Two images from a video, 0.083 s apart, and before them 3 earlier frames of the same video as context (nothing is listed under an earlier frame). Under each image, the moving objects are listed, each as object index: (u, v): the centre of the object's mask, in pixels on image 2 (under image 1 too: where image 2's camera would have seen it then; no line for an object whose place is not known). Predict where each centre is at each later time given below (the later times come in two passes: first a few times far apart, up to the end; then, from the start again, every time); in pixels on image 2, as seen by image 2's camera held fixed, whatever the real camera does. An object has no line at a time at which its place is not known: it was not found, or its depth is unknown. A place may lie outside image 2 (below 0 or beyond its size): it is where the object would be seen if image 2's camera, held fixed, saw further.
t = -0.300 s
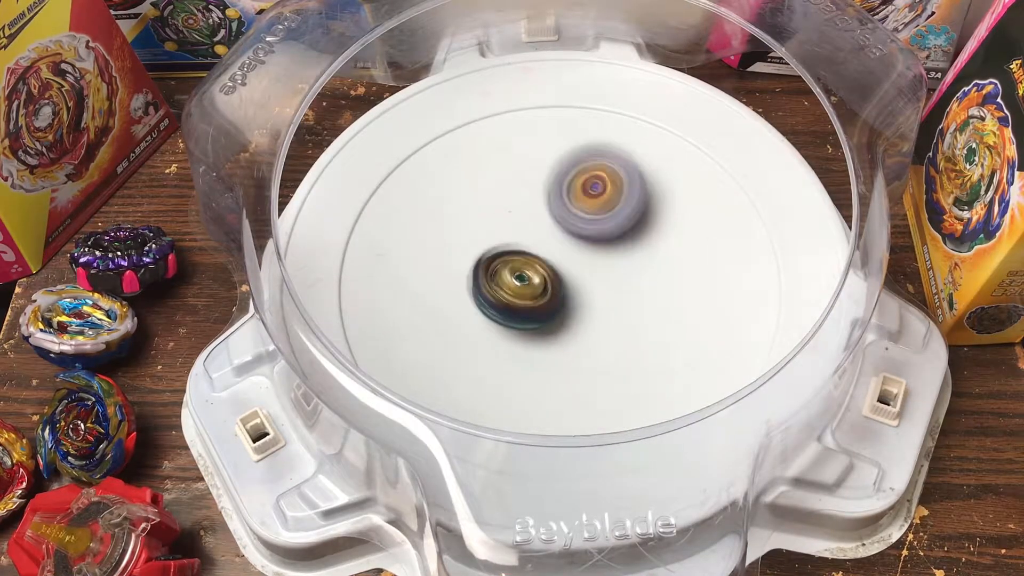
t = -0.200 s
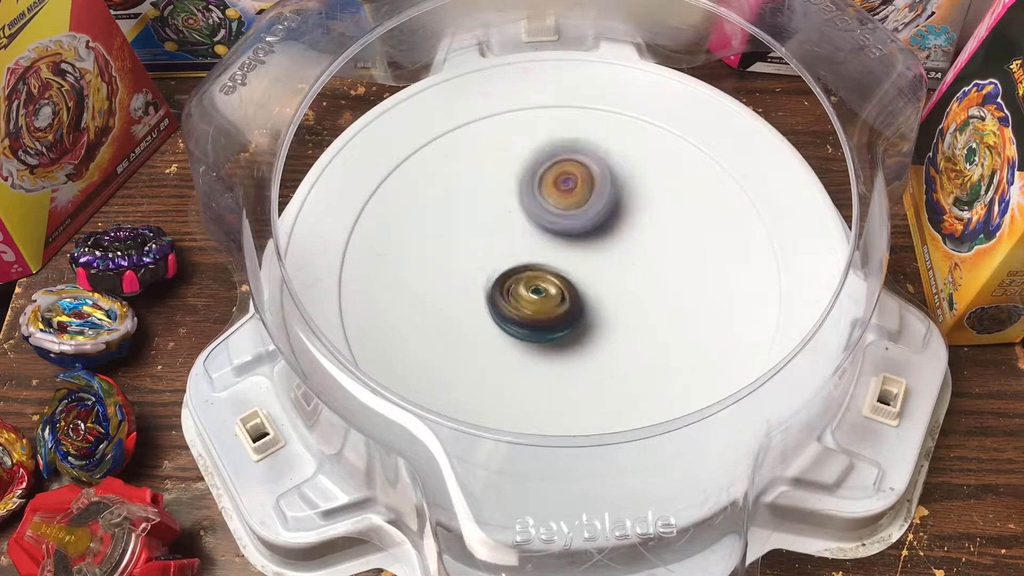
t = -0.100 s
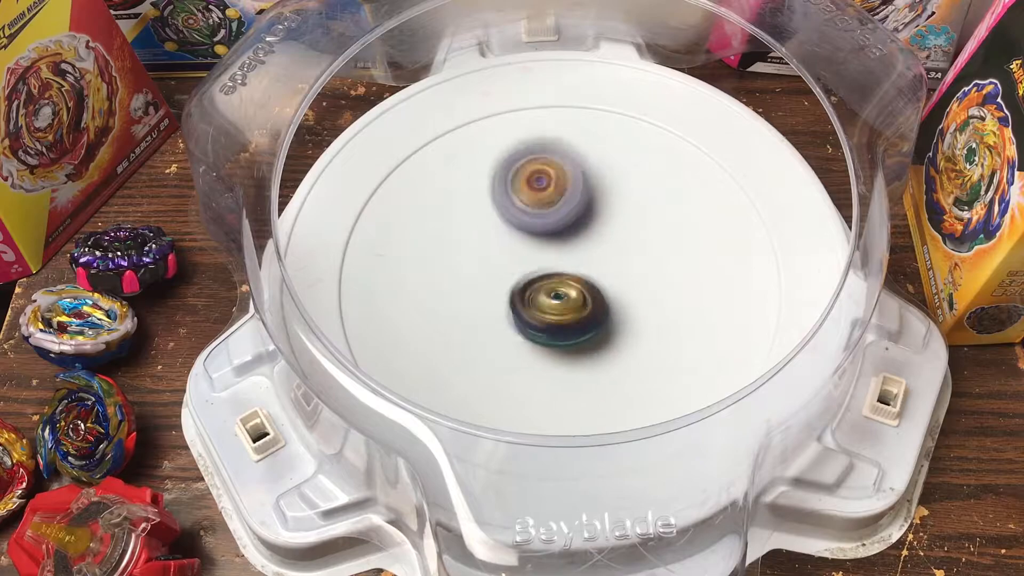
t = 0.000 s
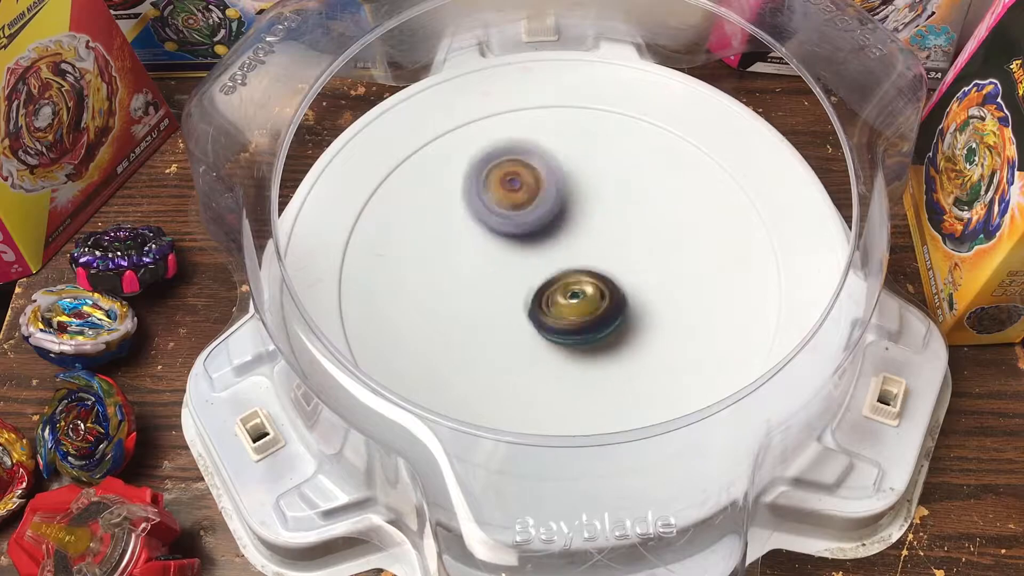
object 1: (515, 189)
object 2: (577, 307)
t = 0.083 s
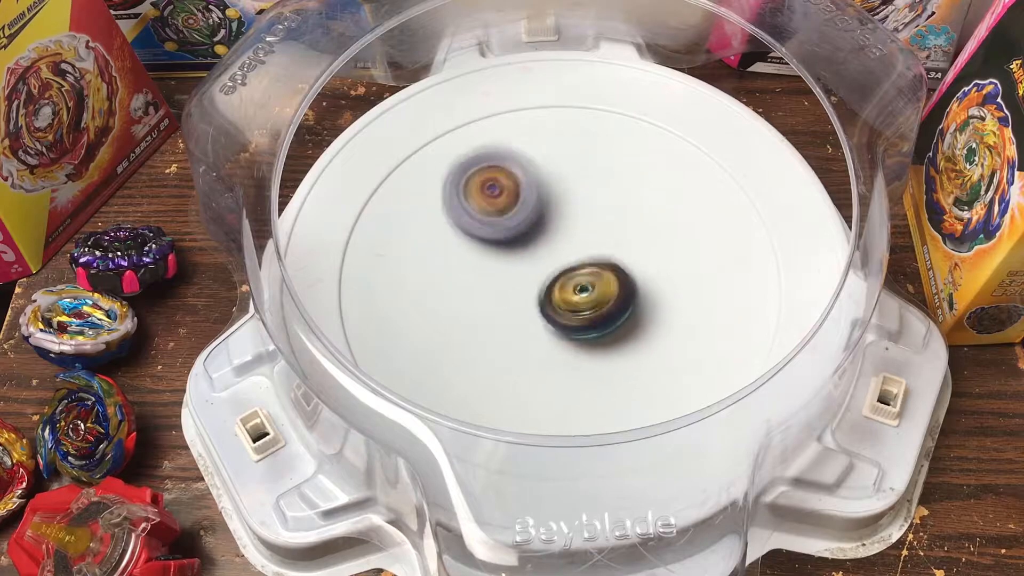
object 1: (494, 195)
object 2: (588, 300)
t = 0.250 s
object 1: (461, 217)
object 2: (597, 273)
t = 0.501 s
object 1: (449, 272)
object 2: (571, 246)
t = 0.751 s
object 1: (471, 343)
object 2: (547, 221)
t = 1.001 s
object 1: (503, 387)
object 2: (553, 212)
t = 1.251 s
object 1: (574, 369)
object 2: (558, 221)
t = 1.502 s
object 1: (627, 318)
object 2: (549, 220)
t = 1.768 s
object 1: (665, 283)
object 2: (490, 196)
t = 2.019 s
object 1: (647, 236)
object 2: (505, 257)
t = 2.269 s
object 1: (607, 220)
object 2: (451, 351)
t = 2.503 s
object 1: (553, 248)
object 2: (468, 330)
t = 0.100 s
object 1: (490, 198)
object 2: (589, 297)
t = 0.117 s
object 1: (486, 200)
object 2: (591, 295)
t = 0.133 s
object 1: (482, 202)
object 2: (593, 293)
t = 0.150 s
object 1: (479, 203)
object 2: (594, 291)
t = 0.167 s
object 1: (475, 205)
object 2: (595, 289)
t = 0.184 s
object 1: (473, 208)
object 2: (596, 284)
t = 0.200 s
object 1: (470, 211)
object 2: (596, 283)
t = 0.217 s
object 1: (466, 214)
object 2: (596, 281)
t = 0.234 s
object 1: (463, 216)
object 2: (597, 278)
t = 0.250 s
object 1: (461, 217)
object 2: (597, 273)
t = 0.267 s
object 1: (460, 221)
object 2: (597, 272)
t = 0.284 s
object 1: (458, 225)
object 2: (595, 270)
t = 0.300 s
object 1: (455, 229)
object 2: (596, 268)
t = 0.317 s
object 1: (453, 231)
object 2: (595, 264)
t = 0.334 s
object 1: (452, 234)
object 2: (594, 261)
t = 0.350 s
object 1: (452, 239)
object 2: (592, 260)
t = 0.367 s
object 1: (451, 242)
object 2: (590, 258)
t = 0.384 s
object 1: (450, 247)
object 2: (591, 257)
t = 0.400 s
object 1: (449, 249)
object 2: (587, 253)
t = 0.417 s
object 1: (449, 251)
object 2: (584, 252)
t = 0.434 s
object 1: (449, 256)
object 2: (582, 252)
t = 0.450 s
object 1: (449, 260)
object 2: (580, 249)
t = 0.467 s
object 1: (449, 266)
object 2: (577, 247)
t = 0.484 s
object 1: (449, 269)
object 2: (574, 246)
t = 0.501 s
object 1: (449, 272)
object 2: (571, 246)
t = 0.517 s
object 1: (451, 276)
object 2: (568, 245)
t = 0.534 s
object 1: (453, 279)
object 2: (566, 243)
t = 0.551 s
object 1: (454, 284)
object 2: (564, 243)
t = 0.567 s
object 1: (454, 287)
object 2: (559, 243)
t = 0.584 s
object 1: (455, 289)
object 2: (557, 245)
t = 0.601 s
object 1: (459, 294)
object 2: (554, 243)
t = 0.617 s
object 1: (462, 298)
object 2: (552, 243)
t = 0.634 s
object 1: (463, 303)
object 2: (548, 244)
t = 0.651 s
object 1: (466, 304)
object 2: (546, 245)
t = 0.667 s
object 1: (468, 306)
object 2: (544, 247)
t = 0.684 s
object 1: (472, 312)
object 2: (541, 244)
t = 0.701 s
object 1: (472, 324)
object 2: (542, 236)
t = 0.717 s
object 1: (469, 333)
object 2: (544, 230)
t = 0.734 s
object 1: (469, 338)
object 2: (545, 224)
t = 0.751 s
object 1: (471, 343)
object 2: (547, 221)
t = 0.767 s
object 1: (473, 348)
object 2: (547, 216)
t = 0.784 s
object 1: (473, 353)
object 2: (547, 212)
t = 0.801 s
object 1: (472, 355)
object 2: (545, 210)
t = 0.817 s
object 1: (474, 358)
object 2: (545, 209)
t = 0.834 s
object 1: (476, 361)
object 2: (548, 210)
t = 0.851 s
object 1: (478, 367)
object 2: (546, 208)
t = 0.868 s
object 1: (479, 369)
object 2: (547, 208)
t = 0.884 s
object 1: (480, 371)
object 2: (547, 210)
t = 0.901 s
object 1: (483, 375)
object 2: (547, 210)
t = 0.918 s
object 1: (487, 379)
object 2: (550, 212)
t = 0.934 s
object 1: (489, 381)
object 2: (549, 211)
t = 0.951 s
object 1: (493, 382)
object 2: (551, 212)
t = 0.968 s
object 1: (496, 383)
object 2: (551, 212)
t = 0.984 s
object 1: (501, 387)
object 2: (552, 212)
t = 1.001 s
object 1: (503, 387)
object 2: (553, 212)
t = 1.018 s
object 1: (508, 387)
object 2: (554, 212)
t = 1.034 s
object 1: (513, 388)
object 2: (555, 212)
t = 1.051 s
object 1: (519, 389)
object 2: (555, 213)
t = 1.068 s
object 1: (521, 390)
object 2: (555, 214)
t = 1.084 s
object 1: (527, 389)
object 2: (556, 215)
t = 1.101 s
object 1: (531, 388)
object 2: (557, 216)
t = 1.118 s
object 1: (537, 388)
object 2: (558, 217)
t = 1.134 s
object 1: (541, 386)
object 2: (558, 218)
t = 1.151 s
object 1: (545, 384)
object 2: (558, 219)
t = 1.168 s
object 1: (551, 382)
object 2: (558, 219)
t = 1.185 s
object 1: (557, 380)
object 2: (559, 220)
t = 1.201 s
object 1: (560, 377)
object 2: (558, 220)
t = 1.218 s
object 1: (564, 374)
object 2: (558, 220)
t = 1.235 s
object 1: (569, 371)
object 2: (557, 220)
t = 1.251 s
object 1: (574, 369)
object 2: (558, 221)
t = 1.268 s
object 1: (576, 364)
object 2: (558, 221)
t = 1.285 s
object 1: (580, 360)
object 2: (557, 222)
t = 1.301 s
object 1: (584, 358)
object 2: (557, 222)
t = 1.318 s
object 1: (588, 353)
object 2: (556, 222)
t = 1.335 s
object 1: (590, 349)
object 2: (557, 223)
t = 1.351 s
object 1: (593, 345)
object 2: (556, 224)
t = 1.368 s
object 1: (596, 341)
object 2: (556, 225)
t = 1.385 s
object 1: (599, 337)
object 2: (556, 226)
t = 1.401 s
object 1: (602, 332)
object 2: (557, 228)
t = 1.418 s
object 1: (603, 328)
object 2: (559, 230)
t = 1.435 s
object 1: (606, 325)
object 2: (559, 231)
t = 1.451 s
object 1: (608, 319)
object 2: (562, 232)
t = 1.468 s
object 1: (609, 314)
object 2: (564, 233)
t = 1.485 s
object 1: (614, 315)
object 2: (560, 229)
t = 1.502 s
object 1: (627, 318)
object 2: (549, 220)
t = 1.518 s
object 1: (640, 322)
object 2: (540, 212)
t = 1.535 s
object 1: (645, 321)
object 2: (531, 204)
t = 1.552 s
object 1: (654, 322)
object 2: (525, 197)
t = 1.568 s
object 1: (661, 323)
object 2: (517, 191)
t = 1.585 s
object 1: (663, 321)
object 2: (511, 186)
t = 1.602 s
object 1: (666, 318)
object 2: (505, 183)
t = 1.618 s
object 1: (668, 316)
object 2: (500, 181)
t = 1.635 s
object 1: (668, 312)
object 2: (497, 181)
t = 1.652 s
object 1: (669, 309)
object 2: (494, 181)
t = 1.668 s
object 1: (670, 305)
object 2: (493, 181)
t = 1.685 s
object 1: (669, 302)
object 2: (492, 182)
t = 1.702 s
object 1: (669, 297)
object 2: (492, 184)
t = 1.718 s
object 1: (669, 294)
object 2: (490, 187)
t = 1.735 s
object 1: (667, 290)
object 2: (490, 189)
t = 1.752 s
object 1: (666, 287)
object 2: (489, 193)
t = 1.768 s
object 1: (665, 283)
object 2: (490, 196)
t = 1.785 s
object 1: (662, 280)
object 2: (491, 199)
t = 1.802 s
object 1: (661, 276)
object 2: (492, 201)
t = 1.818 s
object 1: (659, 273)
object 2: (493, 204)
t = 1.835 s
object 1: (654, 270)
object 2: (495, 207)
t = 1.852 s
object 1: (653, 266)
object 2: (496, 211)
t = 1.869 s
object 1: (650, 264)
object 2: (499, 215)
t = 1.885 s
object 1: (646, 261)
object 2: (503, 219)
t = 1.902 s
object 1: (643, 258)
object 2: (507, 224)
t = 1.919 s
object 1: (640, 256)
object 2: (511, 227)
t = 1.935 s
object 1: (636, 254)
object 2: (515, 232)
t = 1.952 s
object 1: (632, 251)
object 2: (520, 236)
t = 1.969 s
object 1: (629, 249)
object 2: (524, 239)
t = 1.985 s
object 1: (630, 245)
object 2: (523, 244)
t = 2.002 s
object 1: (640, 239)
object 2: (514, 251)
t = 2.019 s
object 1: (647, 236)
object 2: (505, 257)
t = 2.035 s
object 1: (650, 232)
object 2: (497, 266)
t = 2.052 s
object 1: (654, 227)
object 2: (490, 276)
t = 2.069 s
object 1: (654, 226)
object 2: (484, 282)
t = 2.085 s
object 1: (653, 223)
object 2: (480, 291)
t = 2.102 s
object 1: (650, 221)
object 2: (476, 300)
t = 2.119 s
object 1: (645, 221)
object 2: (471, 308)
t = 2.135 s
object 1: (641, 220)
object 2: (468, 315)
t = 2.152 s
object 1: (637, 220)
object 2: (465, 321)
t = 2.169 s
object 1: (632, 219)
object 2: (463, 328)
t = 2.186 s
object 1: (629, 219)
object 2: (460, 334)
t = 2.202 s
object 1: (625, 219)
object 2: (458, 339)
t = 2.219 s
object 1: (620, 219)
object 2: (456, 344)
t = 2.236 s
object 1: (616, 220)
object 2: (454, 346)
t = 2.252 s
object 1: (612, 221)
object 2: (452, 349)
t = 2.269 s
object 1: (607, 220)
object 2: (451, 351)
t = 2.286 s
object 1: (603, 222)
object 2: (451, 352)
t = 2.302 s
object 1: (598, 223)
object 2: (451, 353)
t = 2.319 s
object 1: (596, 224)
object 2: (452, 353)
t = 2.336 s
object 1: (590, 226)
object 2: (453, 353)
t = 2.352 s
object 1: (586, 228)
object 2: (454, 352)
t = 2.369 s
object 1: (583, 229)
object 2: (455, 350)
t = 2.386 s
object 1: (578, 231)
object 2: (457, 348)
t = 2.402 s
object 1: (576, 233)
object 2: (459, 346)
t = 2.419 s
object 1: (571, 235)
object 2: (460, 343)
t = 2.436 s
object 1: (567, 236)
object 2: (462, 340)
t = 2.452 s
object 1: (563, 240)
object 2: (464, 337)
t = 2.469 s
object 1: (559, 242)
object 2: (465, 335)
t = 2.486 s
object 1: (557, 243)
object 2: (466, 332)
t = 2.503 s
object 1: (553, 248)
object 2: (468, 330)
